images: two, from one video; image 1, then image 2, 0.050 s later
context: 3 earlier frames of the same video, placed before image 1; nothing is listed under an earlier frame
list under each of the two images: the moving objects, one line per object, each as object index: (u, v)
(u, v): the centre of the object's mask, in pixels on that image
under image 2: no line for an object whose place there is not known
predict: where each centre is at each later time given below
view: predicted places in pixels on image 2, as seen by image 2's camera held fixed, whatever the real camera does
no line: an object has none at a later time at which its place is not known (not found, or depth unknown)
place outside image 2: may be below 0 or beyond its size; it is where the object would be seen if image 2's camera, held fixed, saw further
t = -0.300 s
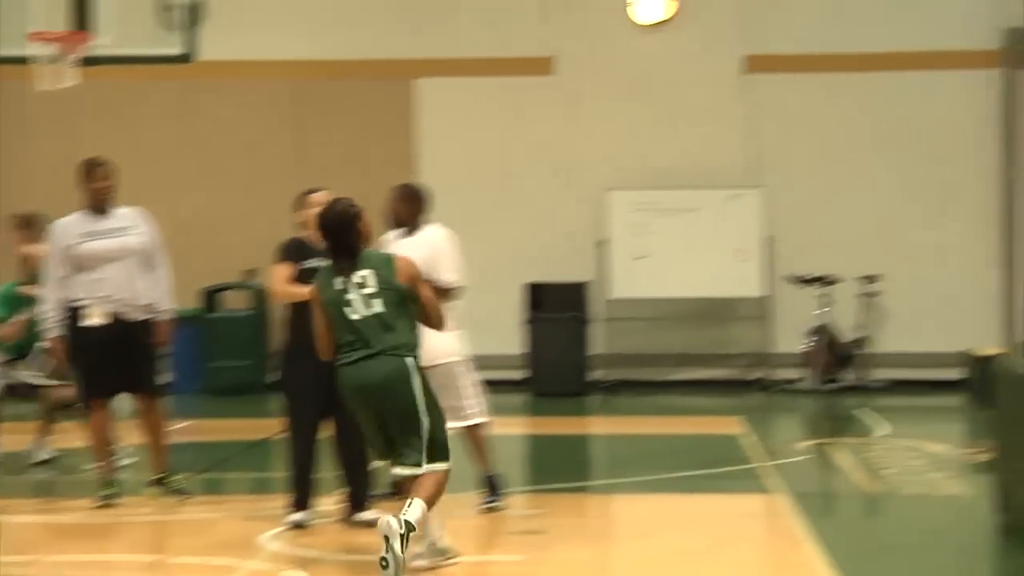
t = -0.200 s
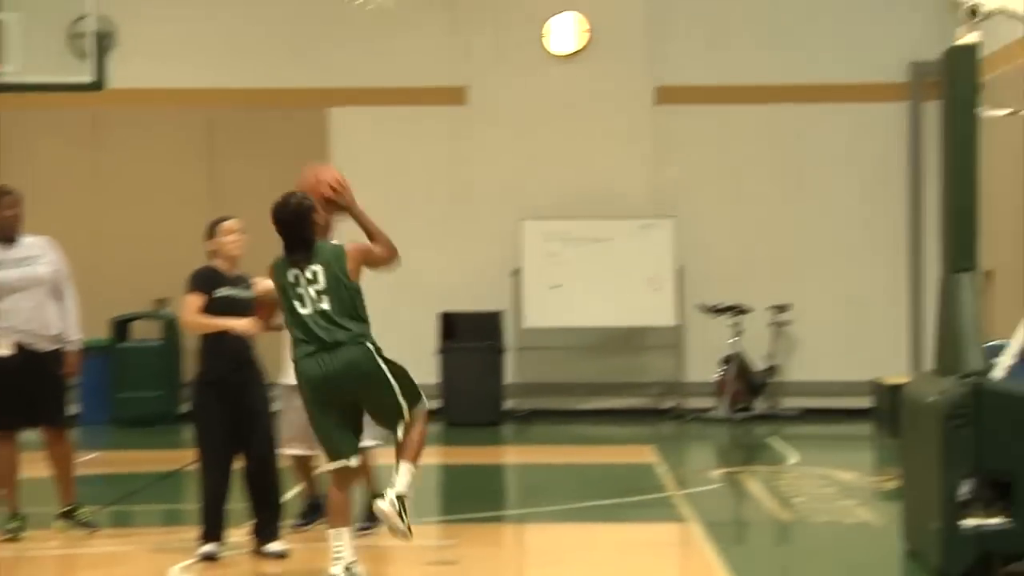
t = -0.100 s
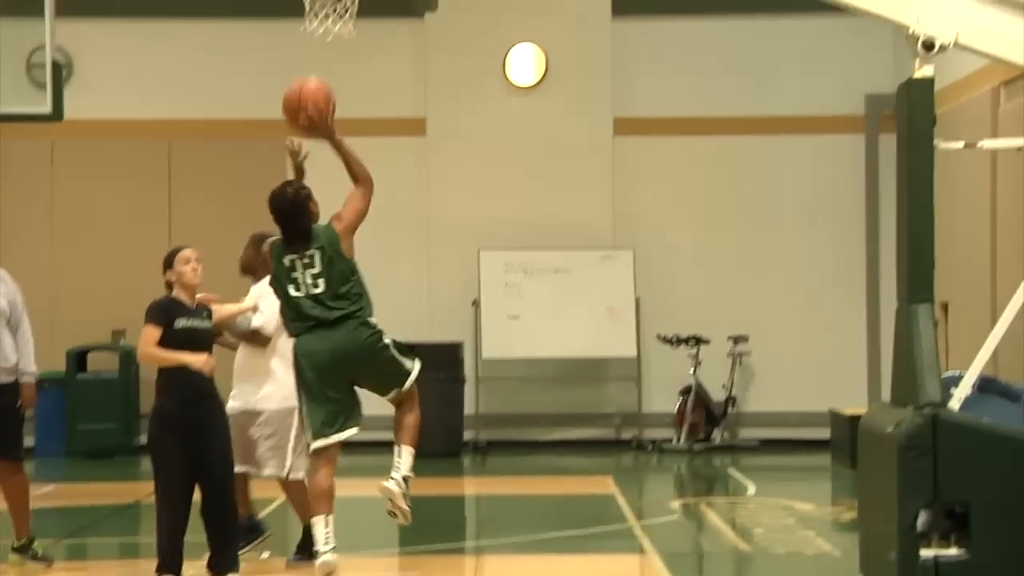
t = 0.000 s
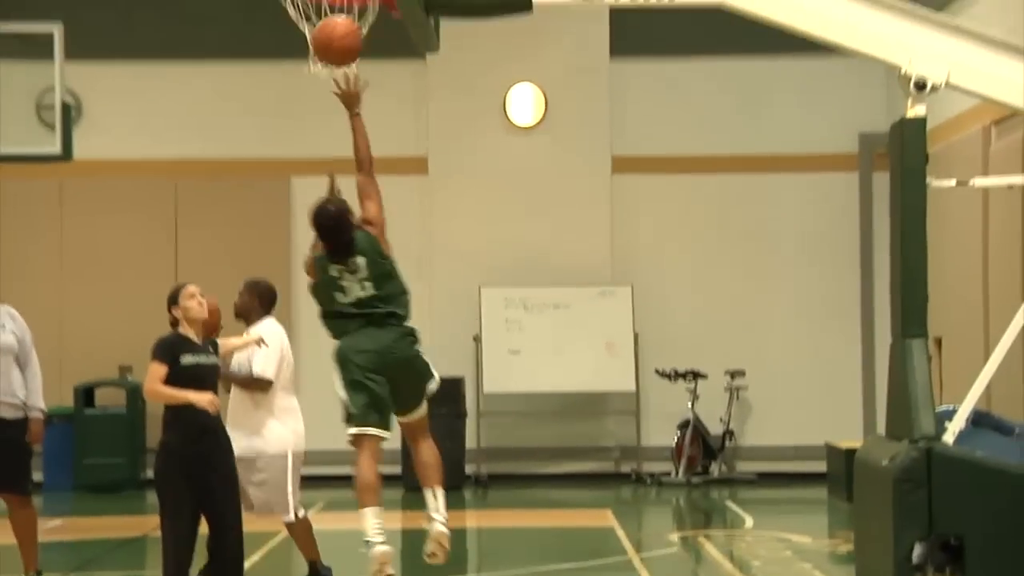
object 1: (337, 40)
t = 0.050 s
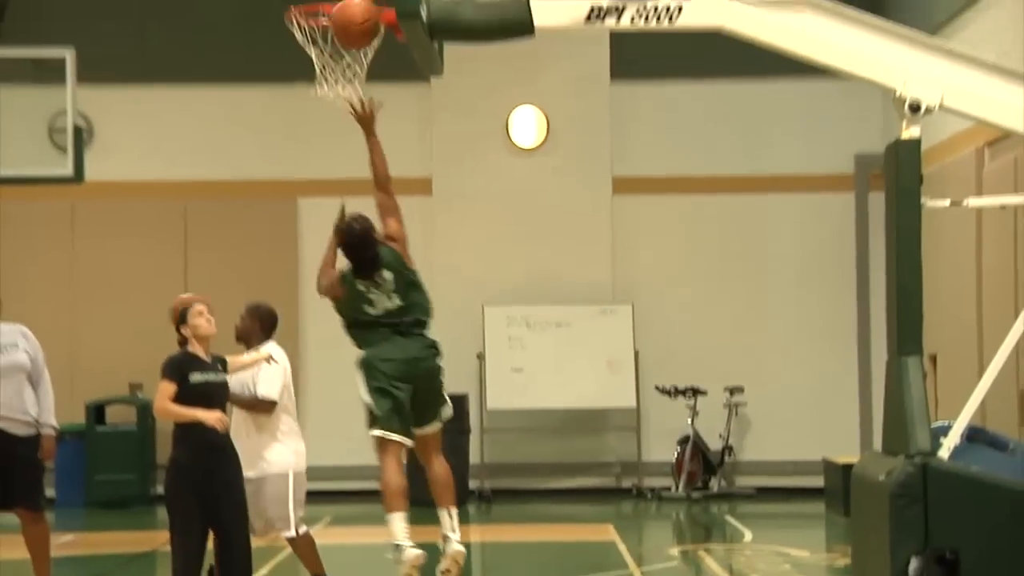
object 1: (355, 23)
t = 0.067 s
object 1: (359, 8)
